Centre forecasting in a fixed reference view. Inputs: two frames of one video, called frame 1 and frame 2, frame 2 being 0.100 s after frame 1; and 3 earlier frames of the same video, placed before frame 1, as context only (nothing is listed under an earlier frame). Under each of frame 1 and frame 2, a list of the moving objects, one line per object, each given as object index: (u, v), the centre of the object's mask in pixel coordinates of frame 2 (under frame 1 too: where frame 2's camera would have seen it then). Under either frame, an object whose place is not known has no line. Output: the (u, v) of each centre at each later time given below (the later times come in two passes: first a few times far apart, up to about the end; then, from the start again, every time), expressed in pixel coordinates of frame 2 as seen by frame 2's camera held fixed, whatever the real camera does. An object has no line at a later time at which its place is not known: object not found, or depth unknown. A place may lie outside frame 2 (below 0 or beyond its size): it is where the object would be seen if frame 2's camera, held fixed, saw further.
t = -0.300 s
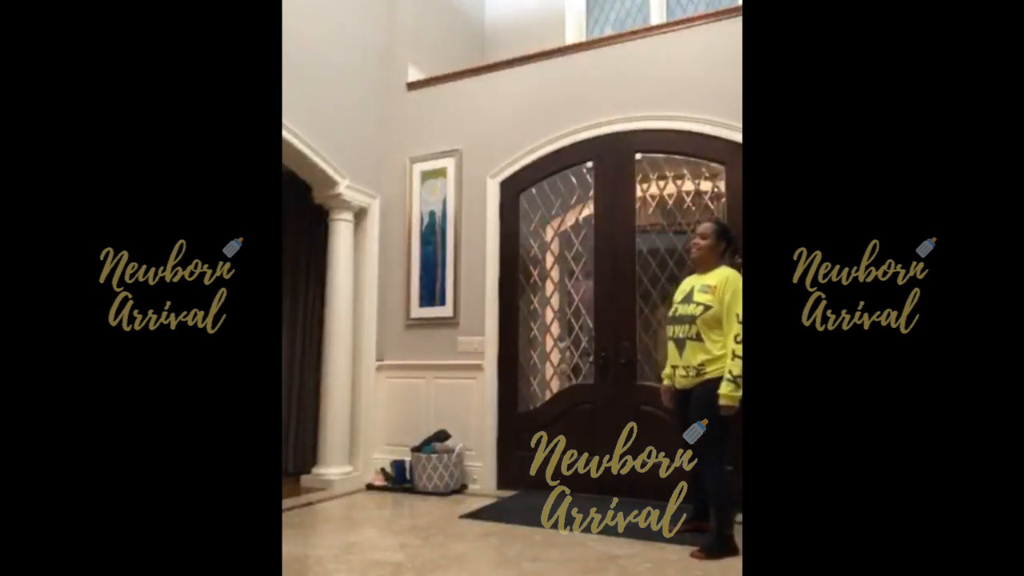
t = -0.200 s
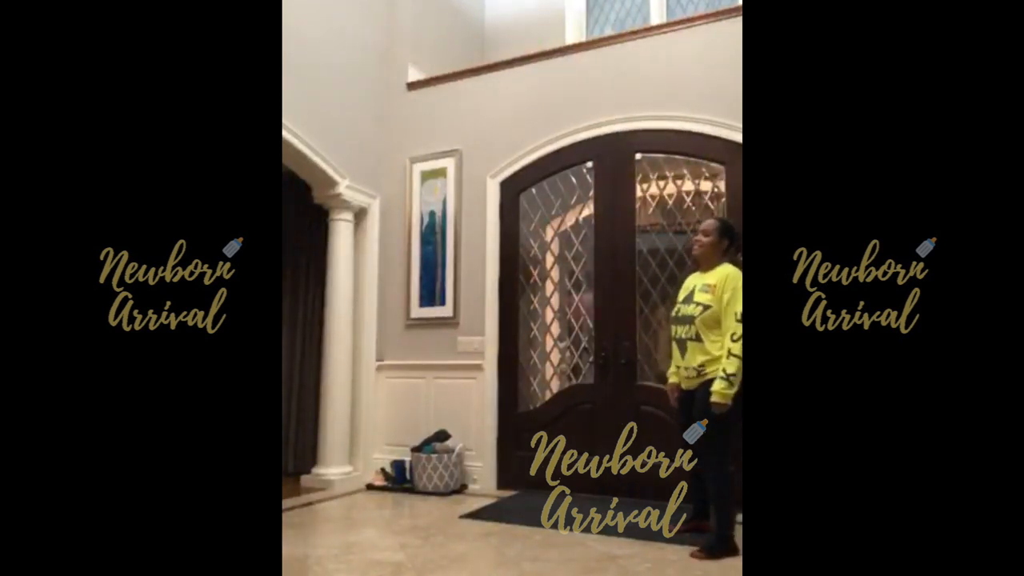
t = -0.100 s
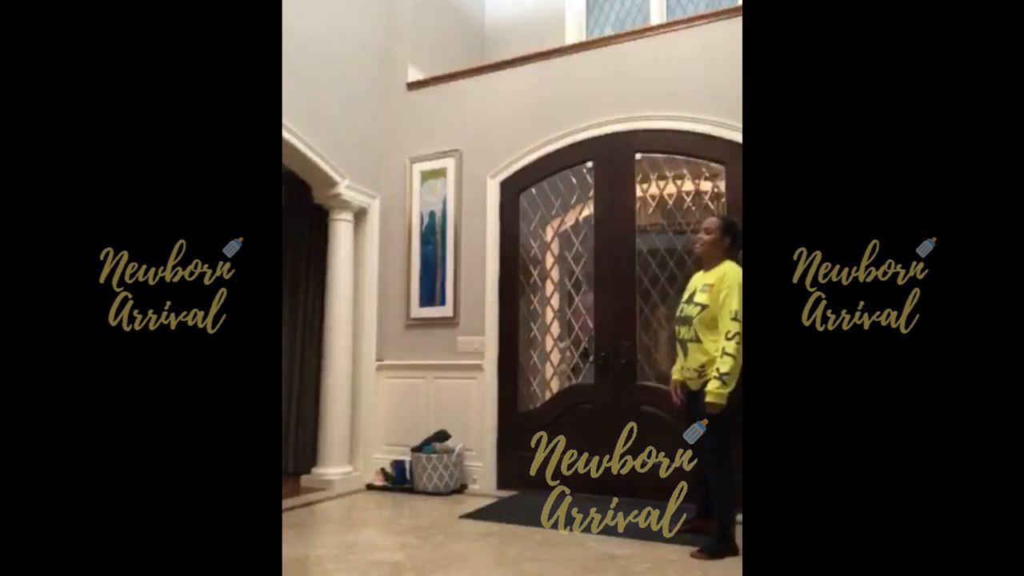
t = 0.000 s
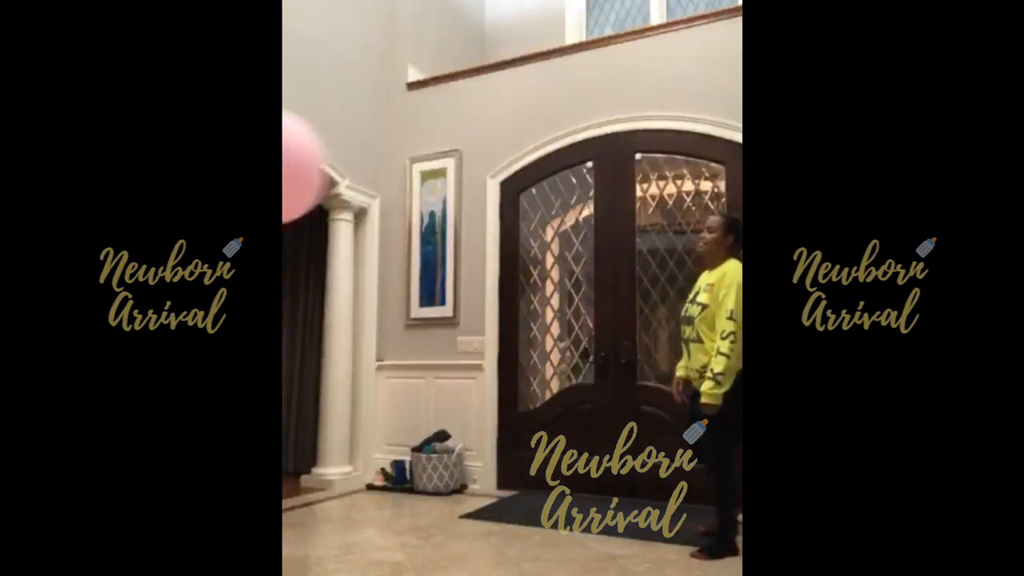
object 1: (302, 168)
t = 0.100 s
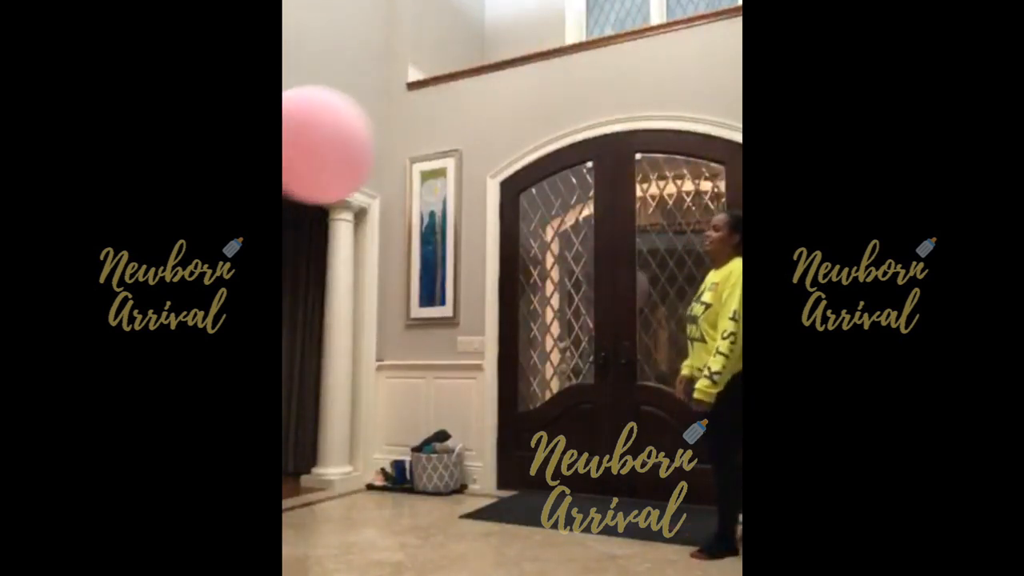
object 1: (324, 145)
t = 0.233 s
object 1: (377, 123)
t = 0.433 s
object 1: (465, 108)
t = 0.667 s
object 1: (553, 113)
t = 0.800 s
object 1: (597, 129)
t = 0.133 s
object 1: (333, 139)
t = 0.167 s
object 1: (346, 133)
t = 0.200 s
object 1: (362, 127)
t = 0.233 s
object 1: (377, 123)
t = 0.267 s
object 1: (392, 119)
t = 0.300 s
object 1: (407, 116)
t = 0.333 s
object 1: (422, 113)
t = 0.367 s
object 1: (436, 111)
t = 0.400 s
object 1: (451, 109)
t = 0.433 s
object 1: (465, 108)
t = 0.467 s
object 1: (479, 107)
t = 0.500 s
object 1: (492, 106)
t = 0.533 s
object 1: (505, 107)
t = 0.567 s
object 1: (518, 108)
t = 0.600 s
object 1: (530, 109)
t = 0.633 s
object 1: (542, 111)
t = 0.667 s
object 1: (553, 113)
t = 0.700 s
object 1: (565, 117)
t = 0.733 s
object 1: (576, 120)
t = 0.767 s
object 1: (587, 124)
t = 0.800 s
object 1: (597, 129)
